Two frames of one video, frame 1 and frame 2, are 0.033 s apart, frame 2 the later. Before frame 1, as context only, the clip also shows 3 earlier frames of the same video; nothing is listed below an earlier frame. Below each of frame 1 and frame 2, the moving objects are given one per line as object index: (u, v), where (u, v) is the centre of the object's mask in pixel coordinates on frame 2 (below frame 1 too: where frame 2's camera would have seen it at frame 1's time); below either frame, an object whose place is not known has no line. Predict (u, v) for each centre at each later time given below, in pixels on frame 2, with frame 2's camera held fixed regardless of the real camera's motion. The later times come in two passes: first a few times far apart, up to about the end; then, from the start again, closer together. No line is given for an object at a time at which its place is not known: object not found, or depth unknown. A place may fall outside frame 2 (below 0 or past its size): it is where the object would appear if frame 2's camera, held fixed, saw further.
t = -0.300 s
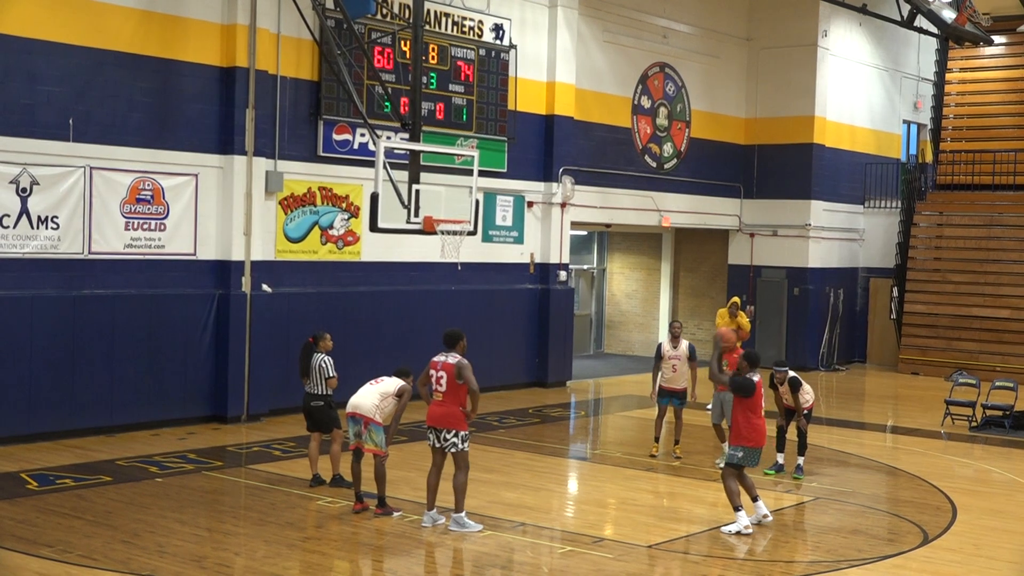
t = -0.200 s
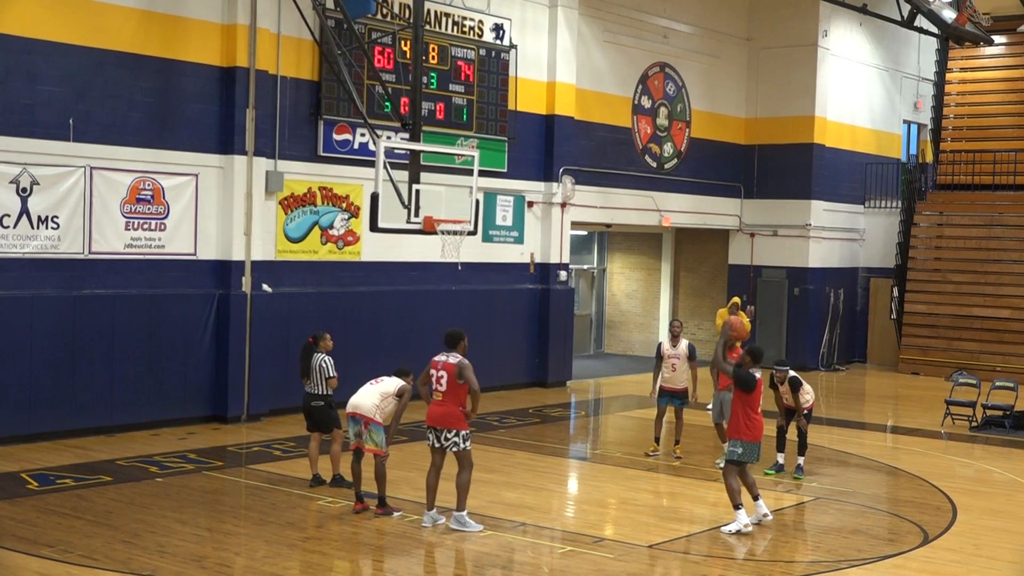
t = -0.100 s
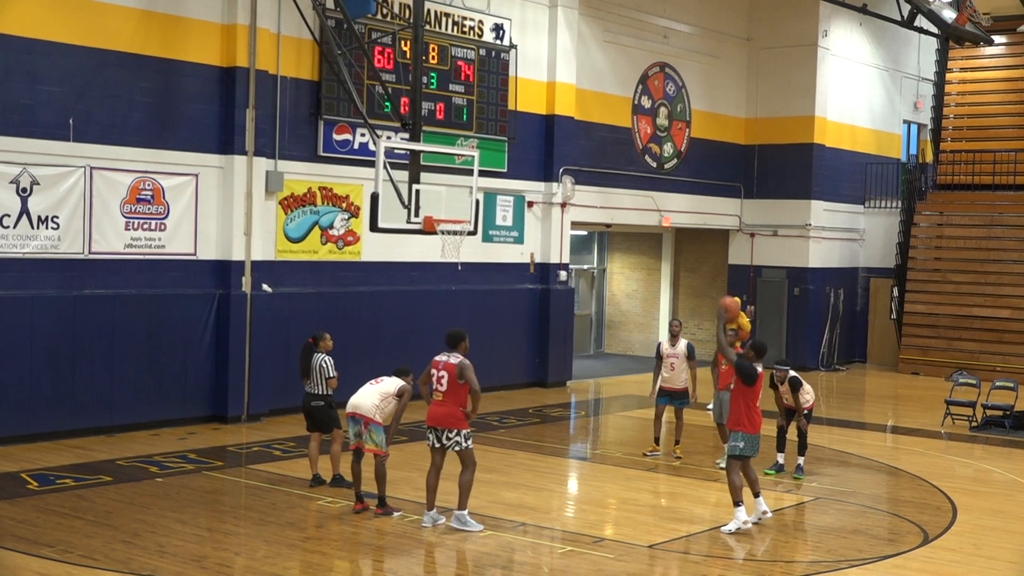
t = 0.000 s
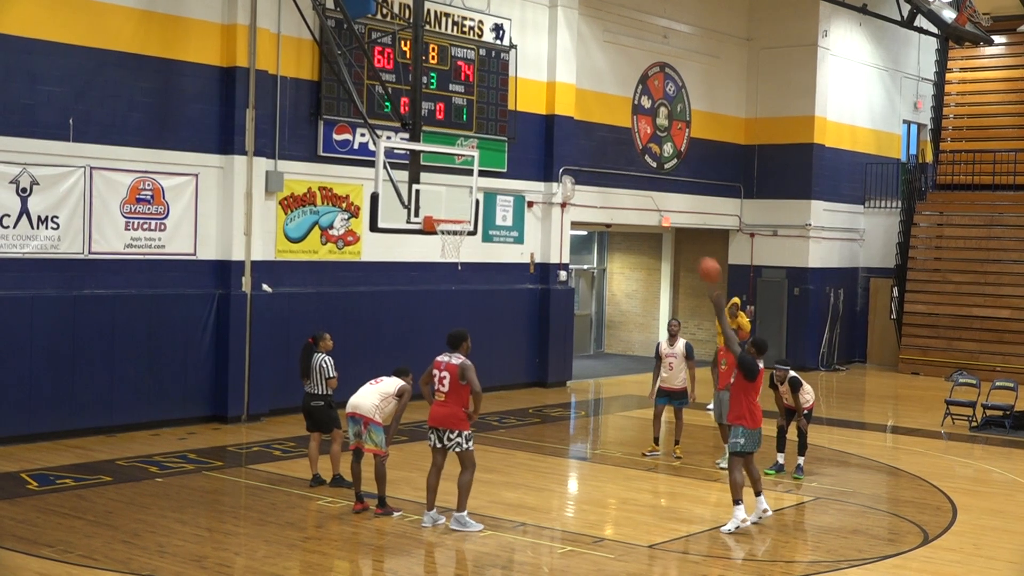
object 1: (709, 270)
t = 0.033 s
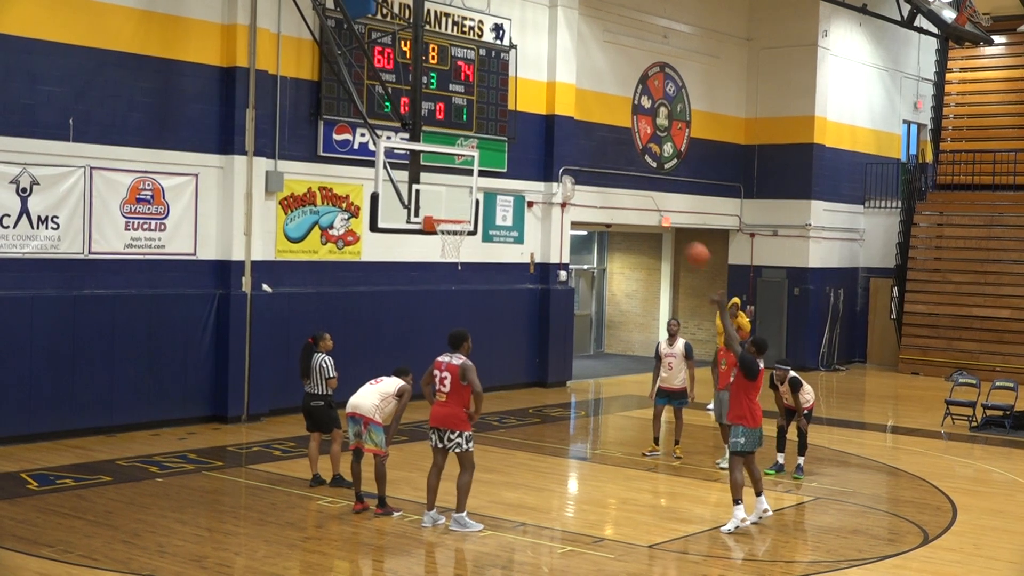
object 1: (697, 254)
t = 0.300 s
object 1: (613, 175)
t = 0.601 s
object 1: (528, 164)
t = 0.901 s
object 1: (450, 225)
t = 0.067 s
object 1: (687, 241)
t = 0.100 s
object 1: (676, 229)
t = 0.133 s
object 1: (664, 216)
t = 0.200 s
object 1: (643, 196)
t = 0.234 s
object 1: (633, 187)
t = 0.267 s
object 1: (623, 181)
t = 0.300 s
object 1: (613, 175)
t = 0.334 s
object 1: (603, 169)
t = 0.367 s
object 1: (593, 165)
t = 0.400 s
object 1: (583, 162)
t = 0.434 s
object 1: (574, 160)
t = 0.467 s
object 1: (565, 159)
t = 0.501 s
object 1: (555, 159)
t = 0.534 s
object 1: (546, 160)
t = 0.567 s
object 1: (537, 161)
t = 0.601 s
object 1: (528, 164)
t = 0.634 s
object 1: (519, 167)
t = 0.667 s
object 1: (510, 172)
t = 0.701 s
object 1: (501, 177)
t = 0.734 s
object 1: (492, 182)
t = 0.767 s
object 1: (484, 189)
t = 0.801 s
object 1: (475, 197)
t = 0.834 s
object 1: (466, 205)
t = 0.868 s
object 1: (458, 213)
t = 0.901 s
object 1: (450, 225)
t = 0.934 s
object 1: (444, 233)
